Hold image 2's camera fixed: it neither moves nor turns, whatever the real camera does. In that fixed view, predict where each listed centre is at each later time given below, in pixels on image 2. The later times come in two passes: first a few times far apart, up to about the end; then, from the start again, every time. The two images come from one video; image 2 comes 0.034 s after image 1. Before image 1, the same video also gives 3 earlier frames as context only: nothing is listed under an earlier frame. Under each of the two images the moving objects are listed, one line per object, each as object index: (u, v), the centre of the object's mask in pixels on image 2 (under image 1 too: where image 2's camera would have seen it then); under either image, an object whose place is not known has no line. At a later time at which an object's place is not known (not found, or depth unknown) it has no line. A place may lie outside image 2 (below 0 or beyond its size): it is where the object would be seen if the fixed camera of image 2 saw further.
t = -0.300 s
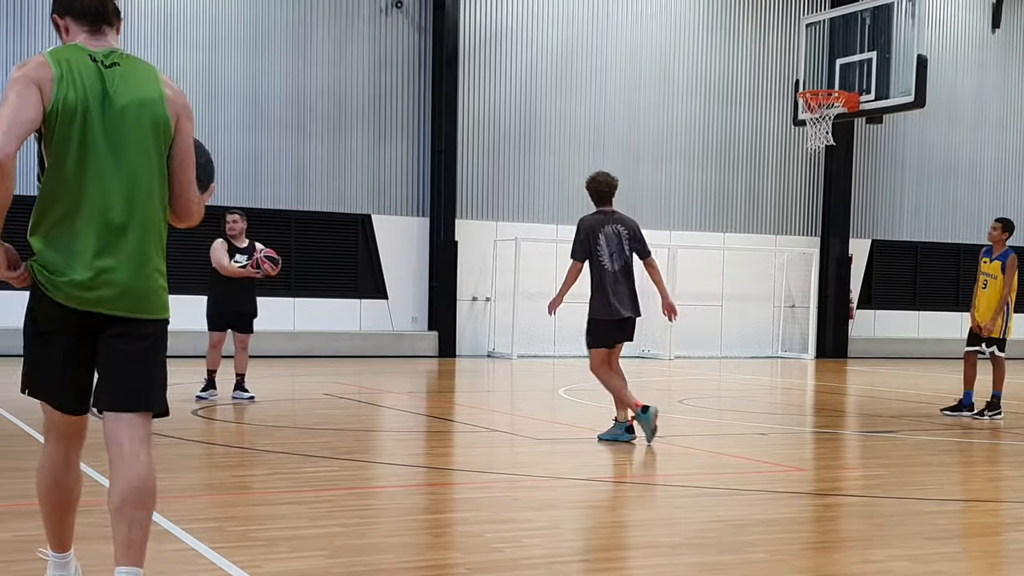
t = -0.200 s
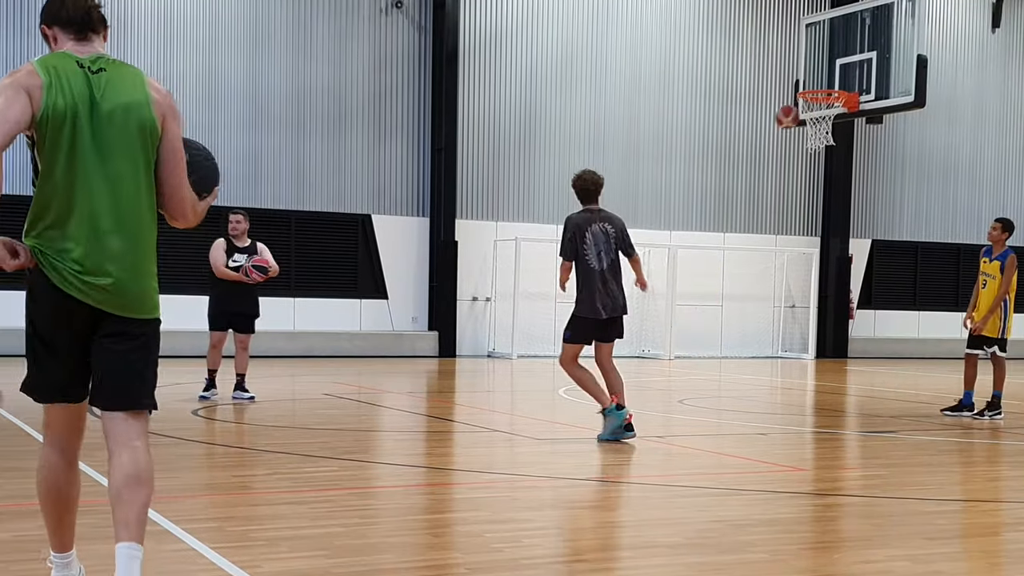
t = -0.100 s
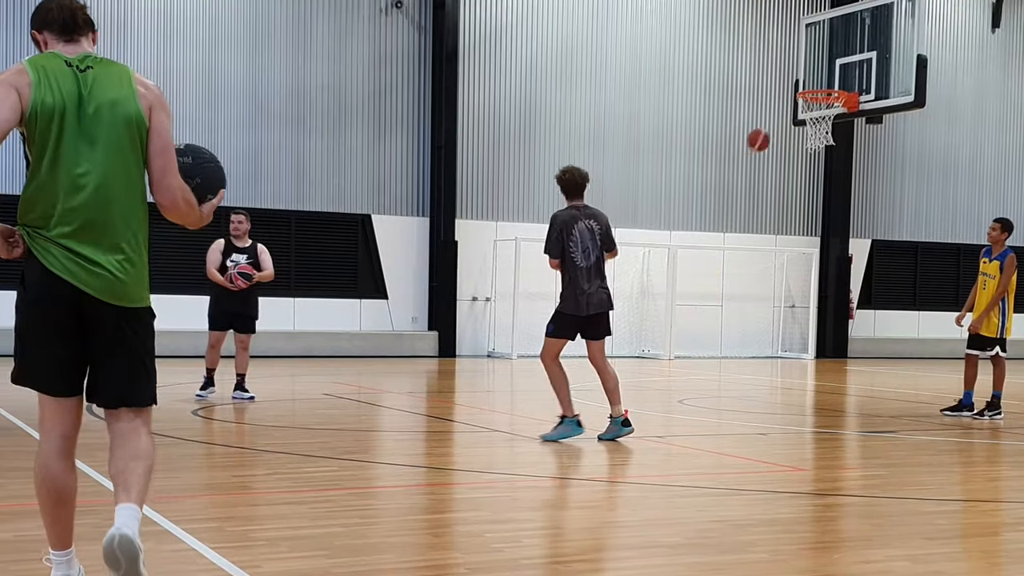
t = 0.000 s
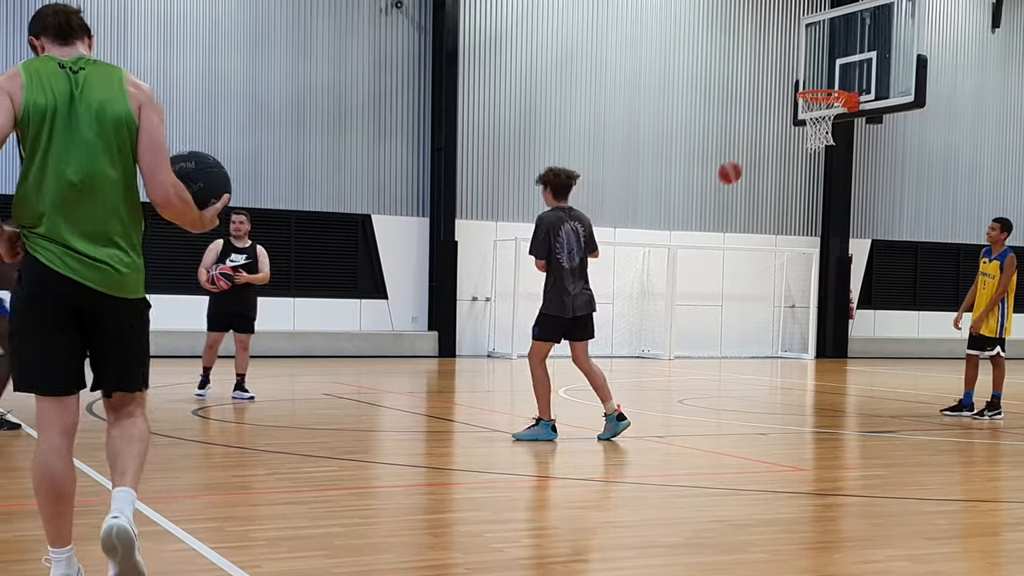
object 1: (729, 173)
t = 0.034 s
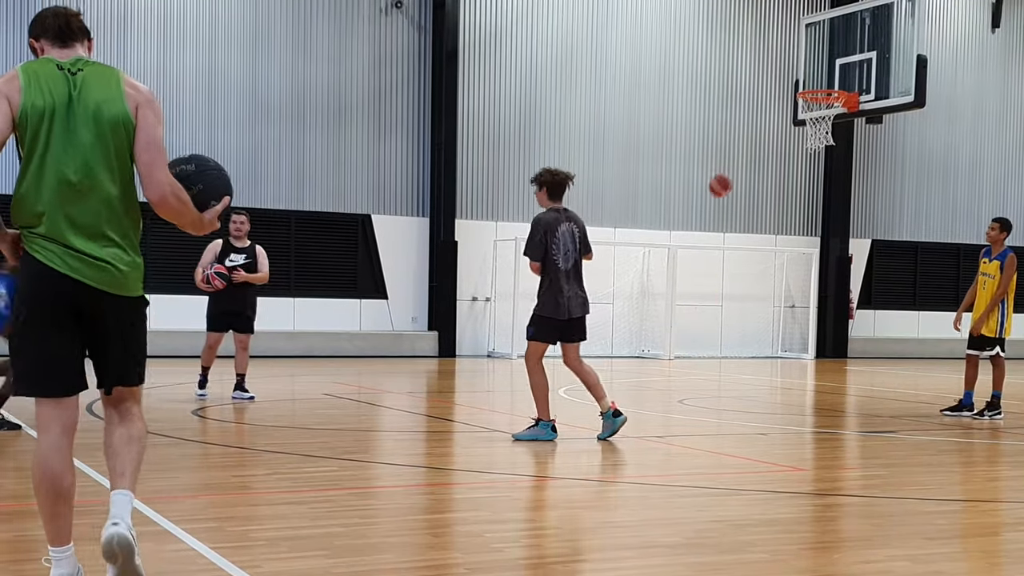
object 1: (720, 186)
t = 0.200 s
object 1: (674, 263)
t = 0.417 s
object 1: (619, 379)
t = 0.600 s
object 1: (588, 293)
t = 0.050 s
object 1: (715, 192)
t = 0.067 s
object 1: (711, 199)
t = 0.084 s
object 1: (706, 207)
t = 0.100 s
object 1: (702, 214)
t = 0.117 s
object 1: (697, 221)
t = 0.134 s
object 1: (692, 229)
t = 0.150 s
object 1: (688, 237)
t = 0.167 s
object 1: (683, 246)
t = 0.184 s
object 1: (679, 254)
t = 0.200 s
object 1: (674, 263)
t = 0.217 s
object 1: (670, 272)
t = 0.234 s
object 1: (665, 281)
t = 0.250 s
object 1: (661, 291)
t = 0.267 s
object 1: (656, 300)
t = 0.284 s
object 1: (652, 311)
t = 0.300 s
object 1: (648, 321)
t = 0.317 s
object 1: (643, 331)
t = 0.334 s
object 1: (639, 341)
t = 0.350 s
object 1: (634, 352)
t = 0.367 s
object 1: (630, 363)
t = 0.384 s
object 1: (626, 373)
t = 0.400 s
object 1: (622, 384)
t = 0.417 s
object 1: (619, 379)
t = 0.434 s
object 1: (616, 369)
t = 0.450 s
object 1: (613, 361)
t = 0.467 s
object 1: (610, 352)
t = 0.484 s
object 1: (607, 344)
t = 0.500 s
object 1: (604, 336)
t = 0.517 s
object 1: (602, 328)
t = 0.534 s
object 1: (599, 321)
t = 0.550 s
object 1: (596, 314)
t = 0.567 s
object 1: (593, 306)
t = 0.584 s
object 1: (591, 299)
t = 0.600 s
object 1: (588, 293)
